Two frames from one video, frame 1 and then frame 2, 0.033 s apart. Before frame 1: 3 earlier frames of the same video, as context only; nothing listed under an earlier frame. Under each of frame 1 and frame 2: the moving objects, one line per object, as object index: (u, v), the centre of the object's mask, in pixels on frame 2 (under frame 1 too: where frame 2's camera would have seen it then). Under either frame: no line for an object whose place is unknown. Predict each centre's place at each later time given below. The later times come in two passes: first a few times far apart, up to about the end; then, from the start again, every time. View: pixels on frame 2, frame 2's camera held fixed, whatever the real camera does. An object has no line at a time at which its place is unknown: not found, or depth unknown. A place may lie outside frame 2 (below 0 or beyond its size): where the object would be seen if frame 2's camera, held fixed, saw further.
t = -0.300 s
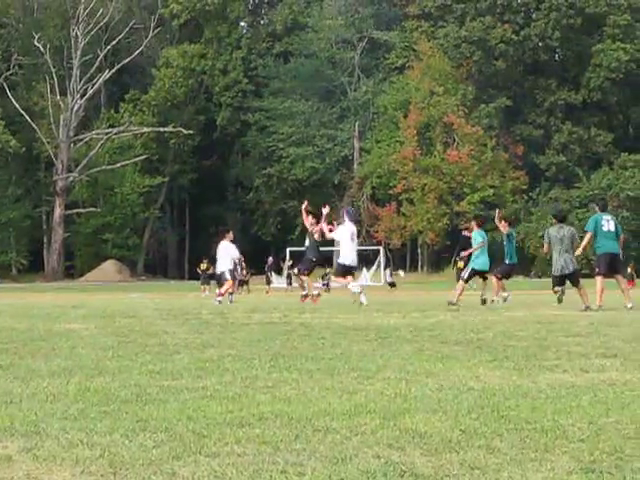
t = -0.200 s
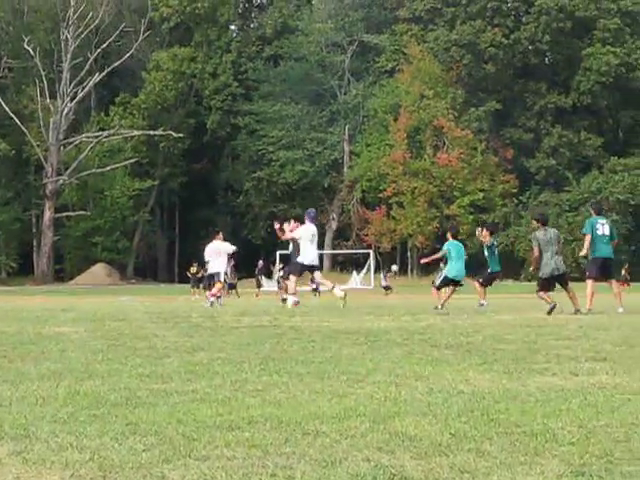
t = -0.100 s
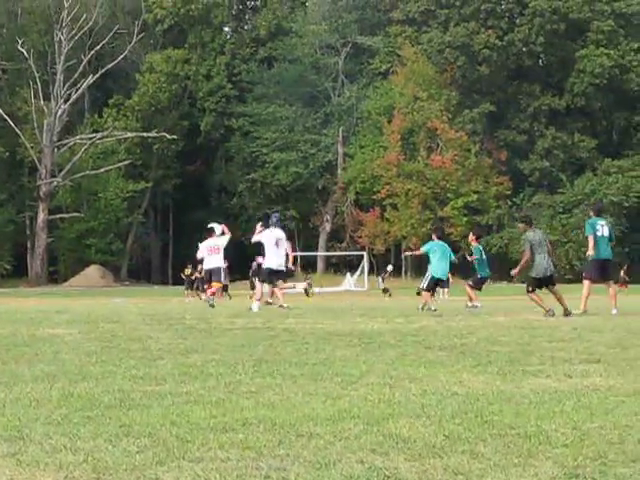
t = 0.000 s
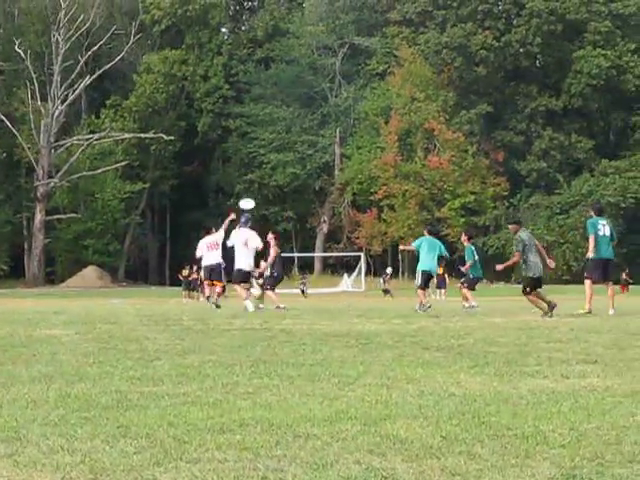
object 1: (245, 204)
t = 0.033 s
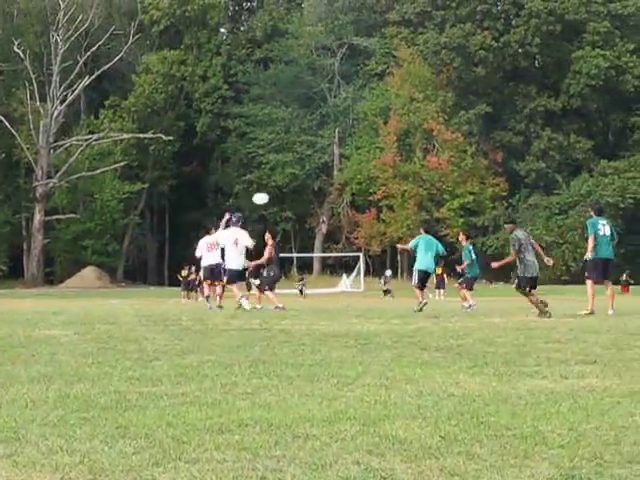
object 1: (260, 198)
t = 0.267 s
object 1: (357, 173)
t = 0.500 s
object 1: (447, 166)
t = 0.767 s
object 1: (544, 173)
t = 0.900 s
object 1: (592, 182)
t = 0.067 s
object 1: (274, 193)
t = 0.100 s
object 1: (289, 189)
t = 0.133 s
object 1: (302, 184)
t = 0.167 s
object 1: (316, 181)
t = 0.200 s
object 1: (330, 178)
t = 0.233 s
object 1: (344, 175)
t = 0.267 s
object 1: (357, 173)
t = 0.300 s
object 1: (370, 171)
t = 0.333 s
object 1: (384, 169)
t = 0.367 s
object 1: (396, 168)
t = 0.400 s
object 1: (409, 167)
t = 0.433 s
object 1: (422, 166)
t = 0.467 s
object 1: (435, 165)
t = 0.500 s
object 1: (447, 166)
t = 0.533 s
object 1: (460, 166)
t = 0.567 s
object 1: (472, 166)
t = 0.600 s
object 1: (484, 166)
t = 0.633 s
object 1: (497, 167)
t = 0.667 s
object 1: (509, 169)
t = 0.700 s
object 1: (521, 170)
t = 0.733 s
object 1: (532, 171)
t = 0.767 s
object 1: (544, 173)
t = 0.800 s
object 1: (556, 175)
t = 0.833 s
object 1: (568, 177)
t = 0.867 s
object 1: (580, 179)
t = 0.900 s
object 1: (592, 182)
